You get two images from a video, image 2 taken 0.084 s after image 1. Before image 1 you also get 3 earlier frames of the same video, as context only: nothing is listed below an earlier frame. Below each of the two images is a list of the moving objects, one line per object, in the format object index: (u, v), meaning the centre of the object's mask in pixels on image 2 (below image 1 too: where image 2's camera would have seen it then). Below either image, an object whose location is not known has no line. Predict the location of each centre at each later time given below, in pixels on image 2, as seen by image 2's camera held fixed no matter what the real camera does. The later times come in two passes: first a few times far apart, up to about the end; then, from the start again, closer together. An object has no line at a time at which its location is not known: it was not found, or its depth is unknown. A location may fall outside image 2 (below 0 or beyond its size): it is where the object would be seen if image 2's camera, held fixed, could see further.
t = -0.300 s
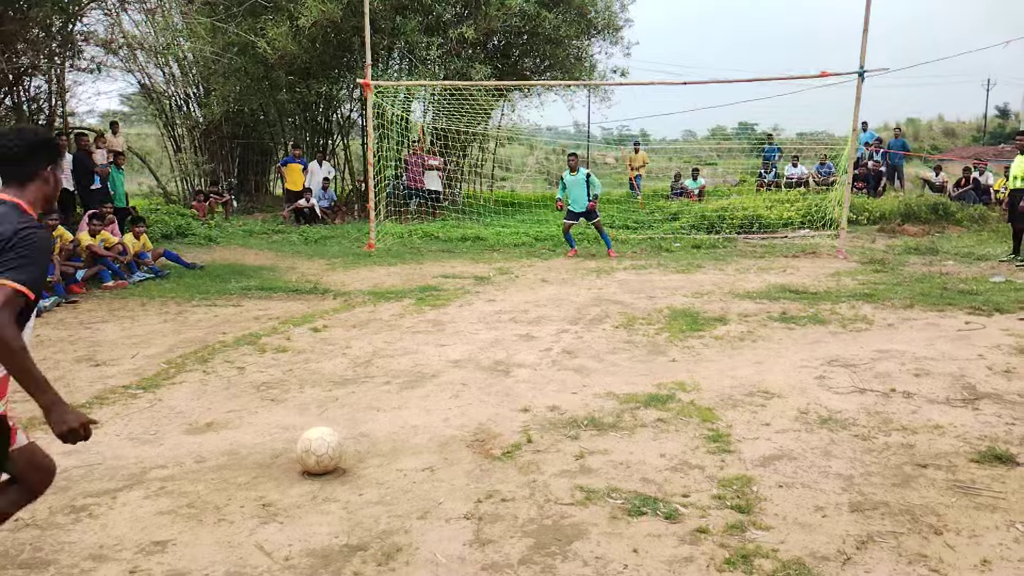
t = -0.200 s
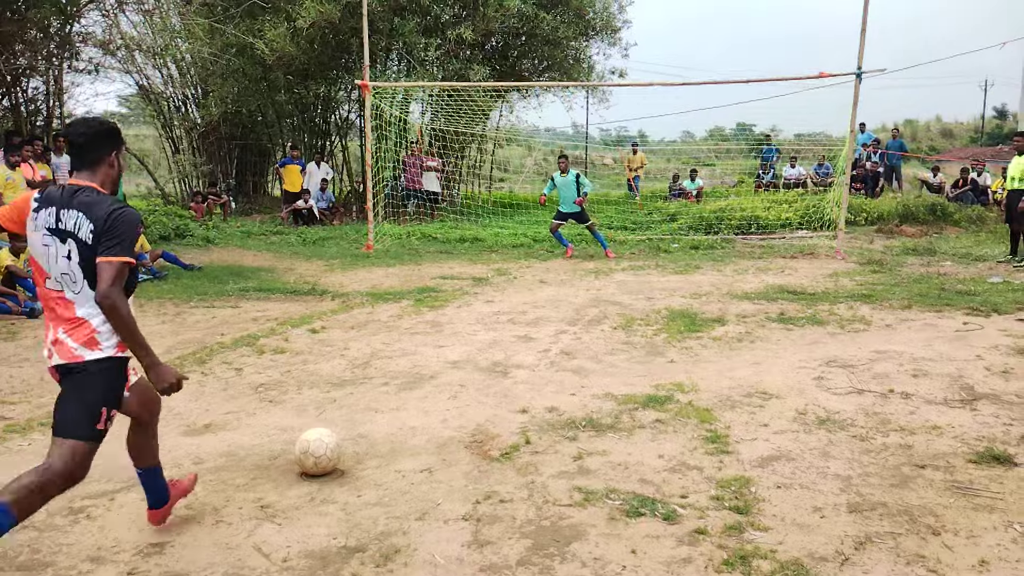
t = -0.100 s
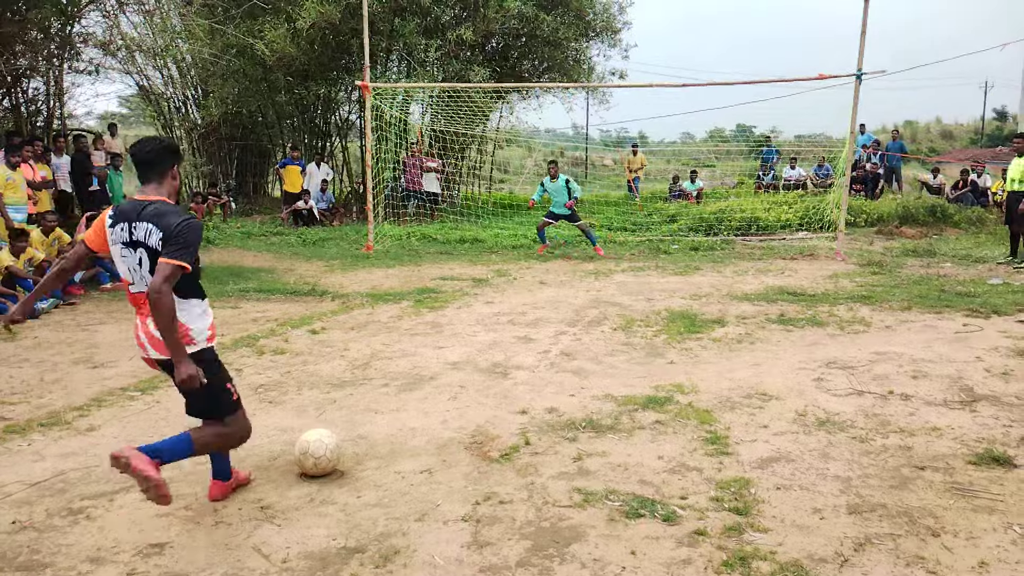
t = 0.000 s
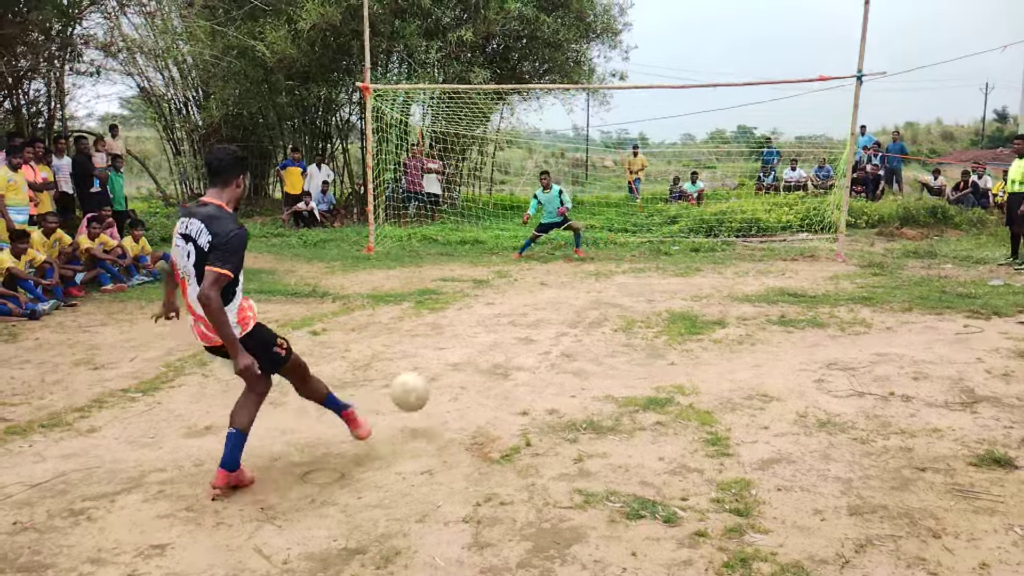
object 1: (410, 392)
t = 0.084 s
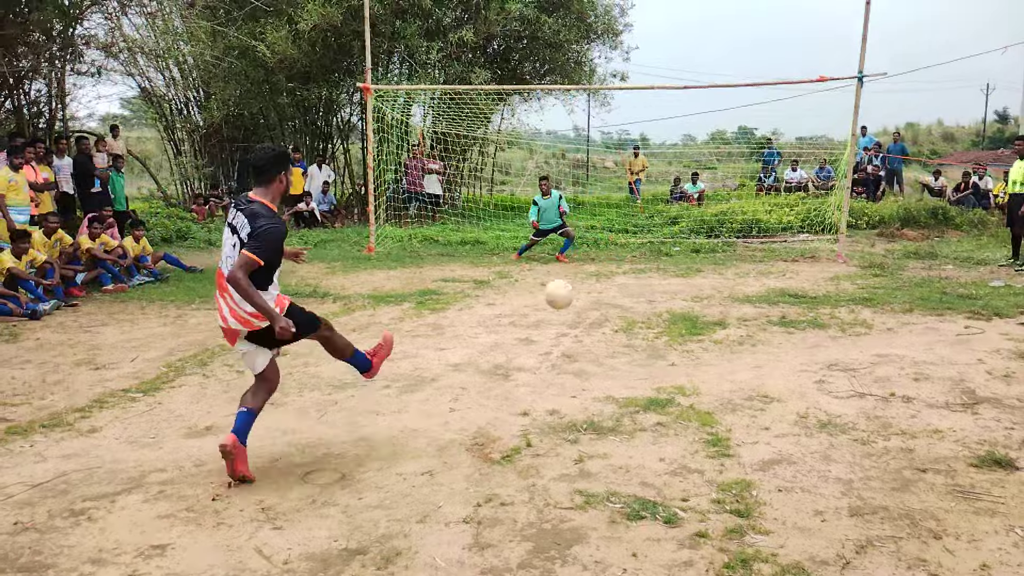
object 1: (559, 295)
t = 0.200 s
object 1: (662, 229)
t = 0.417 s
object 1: (741, 194)
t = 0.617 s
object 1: (767, 180)
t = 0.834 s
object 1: (770, 202)
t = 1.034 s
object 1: (764, 248)
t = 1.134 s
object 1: (758, 237)
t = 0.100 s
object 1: (579, 282)
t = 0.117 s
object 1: (597, 270)
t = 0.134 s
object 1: (612, 260)
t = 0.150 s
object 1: (627, 250)
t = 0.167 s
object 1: (641, 243)
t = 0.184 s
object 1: (652, 235)
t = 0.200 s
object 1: (662, 229)
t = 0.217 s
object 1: (672, 224)
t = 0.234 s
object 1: (681, 219)
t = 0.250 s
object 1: (689, 214)
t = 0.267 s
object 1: (697, 210)
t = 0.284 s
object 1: (704, 206)
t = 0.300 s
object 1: (710, 204)
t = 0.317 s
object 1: (715, 202)
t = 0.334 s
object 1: (720, 198)
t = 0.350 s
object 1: (725, 197)
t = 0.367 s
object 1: (729, 196)
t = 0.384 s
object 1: (734, 195)
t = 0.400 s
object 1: (737, 195)
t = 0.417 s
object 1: (741, 194)
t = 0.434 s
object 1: (744, 194)
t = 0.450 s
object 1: (748, 193)
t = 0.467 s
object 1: (751, 193)
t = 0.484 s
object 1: (753, 193)
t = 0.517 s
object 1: (757, 190)
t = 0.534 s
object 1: (759, 187)
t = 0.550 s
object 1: (761, 186)
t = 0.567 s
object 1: (763, 182)
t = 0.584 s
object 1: (764, 181)
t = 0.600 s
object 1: (765, 180)
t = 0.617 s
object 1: (767, 180)
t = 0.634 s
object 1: (767, 181)
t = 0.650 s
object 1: (768, 182)
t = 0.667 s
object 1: (768, 183)
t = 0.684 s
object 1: (769, 184)
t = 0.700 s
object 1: (769, 185)
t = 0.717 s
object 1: (770, 187)
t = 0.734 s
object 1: (770, 189)
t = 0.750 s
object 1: (770, 190)
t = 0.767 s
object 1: (770, 192)
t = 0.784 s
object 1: (770, 195)
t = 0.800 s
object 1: (770, 197)
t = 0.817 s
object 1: (770, 200)
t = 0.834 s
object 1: (770, 202)
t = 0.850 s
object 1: (770, 204)
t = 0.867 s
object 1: (769, 208)
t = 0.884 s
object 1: (768, 212)
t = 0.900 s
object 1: (768, 215)
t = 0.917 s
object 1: (767, 220)
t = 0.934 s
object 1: (767, 224)
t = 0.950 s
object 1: (767, 230)
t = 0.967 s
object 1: (766, 232)
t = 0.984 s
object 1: (765, 236)
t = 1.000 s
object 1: (765, 241)
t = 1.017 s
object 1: (764, 245)
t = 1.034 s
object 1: (764, 248)
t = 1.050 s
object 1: (762, 247)
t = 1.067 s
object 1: (761, 244)
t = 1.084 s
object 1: (760, 242)
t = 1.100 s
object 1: (760, 240)
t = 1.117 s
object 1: (759, 238)
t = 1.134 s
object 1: (758, 237)
